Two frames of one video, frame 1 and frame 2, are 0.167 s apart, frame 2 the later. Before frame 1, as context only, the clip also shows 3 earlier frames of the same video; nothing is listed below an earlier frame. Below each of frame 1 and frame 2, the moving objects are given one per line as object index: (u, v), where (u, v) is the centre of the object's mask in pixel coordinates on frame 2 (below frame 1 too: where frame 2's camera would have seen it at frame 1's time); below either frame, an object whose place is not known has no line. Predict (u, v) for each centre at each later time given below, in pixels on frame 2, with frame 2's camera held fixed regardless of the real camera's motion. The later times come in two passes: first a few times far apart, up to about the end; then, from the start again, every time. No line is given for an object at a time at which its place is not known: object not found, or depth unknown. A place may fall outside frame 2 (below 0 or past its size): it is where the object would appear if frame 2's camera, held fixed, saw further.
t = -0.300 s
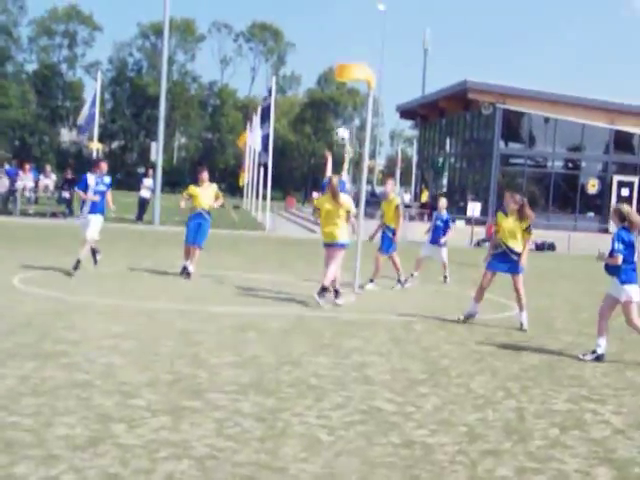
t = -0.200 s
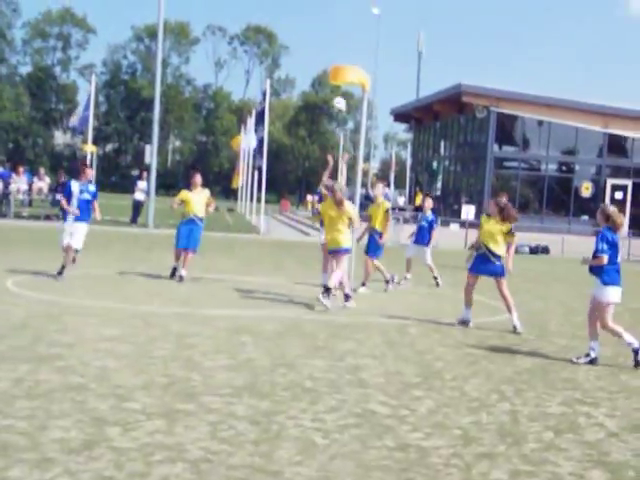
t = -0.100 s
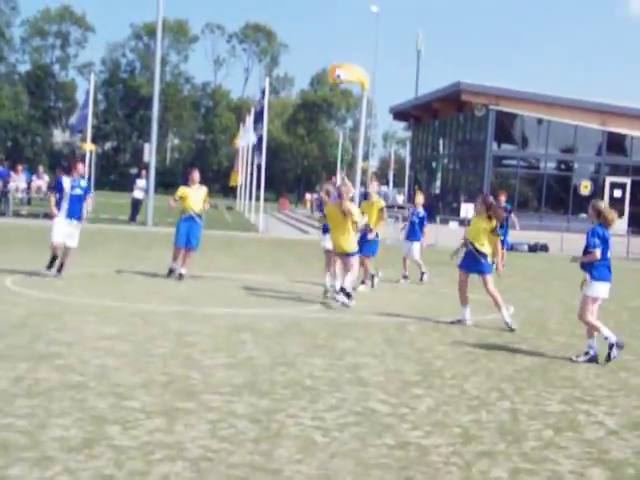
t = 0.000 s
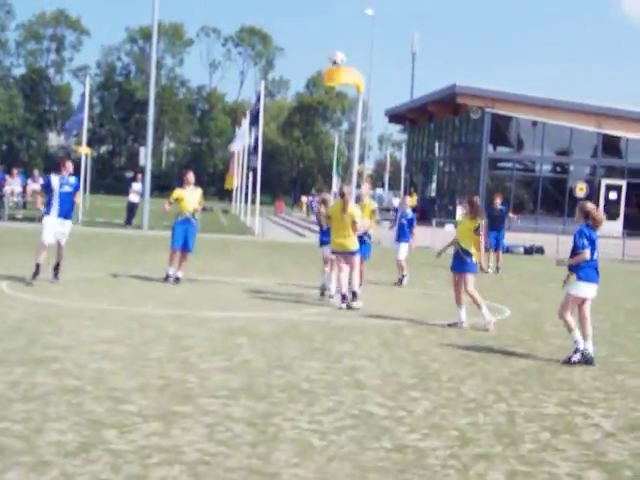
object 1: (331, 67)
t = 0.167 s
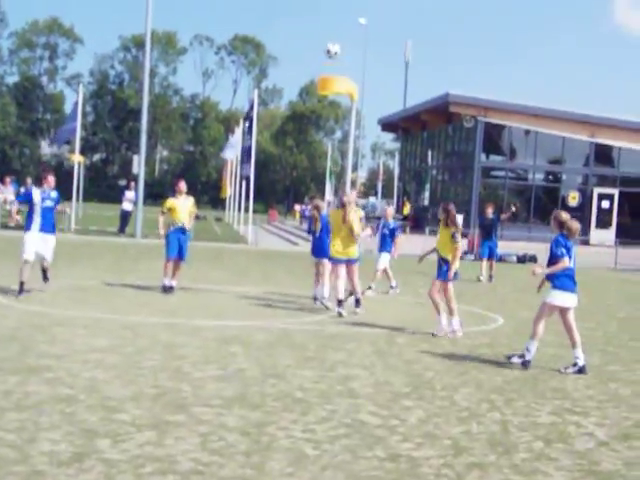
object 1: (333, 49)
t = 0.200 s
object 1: (333, 48)
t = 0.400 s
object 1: (334, 55)
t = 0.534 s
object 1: (332, 72)
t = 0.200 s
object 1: (333, 48)
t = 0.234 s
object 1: (333, 47)
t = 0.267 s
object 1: (333, 47)
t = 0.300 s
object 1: (333, 49)
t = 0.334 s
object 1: (333, 50)
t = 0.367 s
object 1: (333, 53)
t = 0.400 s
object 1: (334, 55)
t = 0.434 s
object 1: (334, 59)
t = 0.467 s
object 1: (333, 63)
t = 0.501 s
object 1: (333, 68)
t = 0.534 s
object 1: (332, 72)
